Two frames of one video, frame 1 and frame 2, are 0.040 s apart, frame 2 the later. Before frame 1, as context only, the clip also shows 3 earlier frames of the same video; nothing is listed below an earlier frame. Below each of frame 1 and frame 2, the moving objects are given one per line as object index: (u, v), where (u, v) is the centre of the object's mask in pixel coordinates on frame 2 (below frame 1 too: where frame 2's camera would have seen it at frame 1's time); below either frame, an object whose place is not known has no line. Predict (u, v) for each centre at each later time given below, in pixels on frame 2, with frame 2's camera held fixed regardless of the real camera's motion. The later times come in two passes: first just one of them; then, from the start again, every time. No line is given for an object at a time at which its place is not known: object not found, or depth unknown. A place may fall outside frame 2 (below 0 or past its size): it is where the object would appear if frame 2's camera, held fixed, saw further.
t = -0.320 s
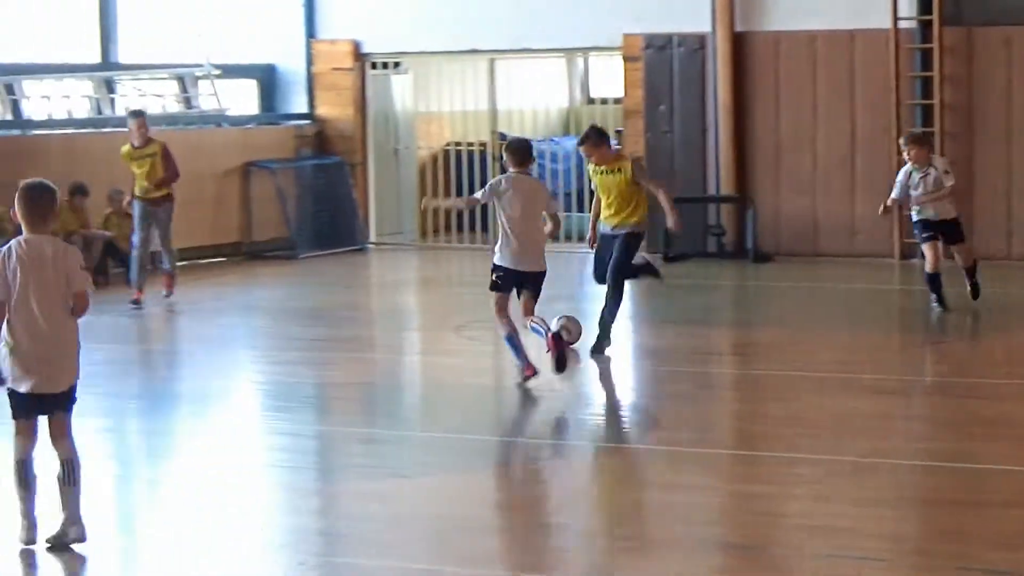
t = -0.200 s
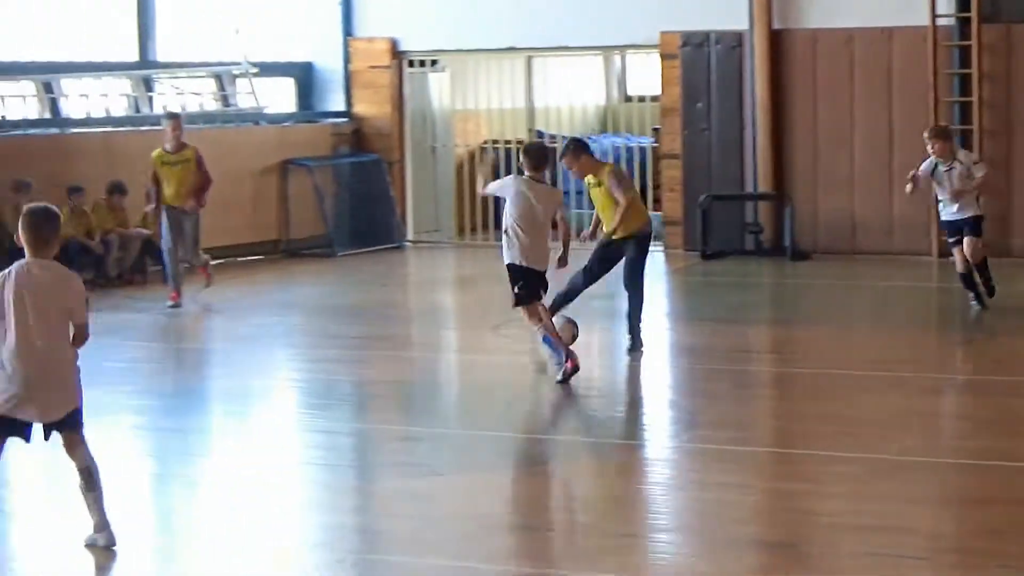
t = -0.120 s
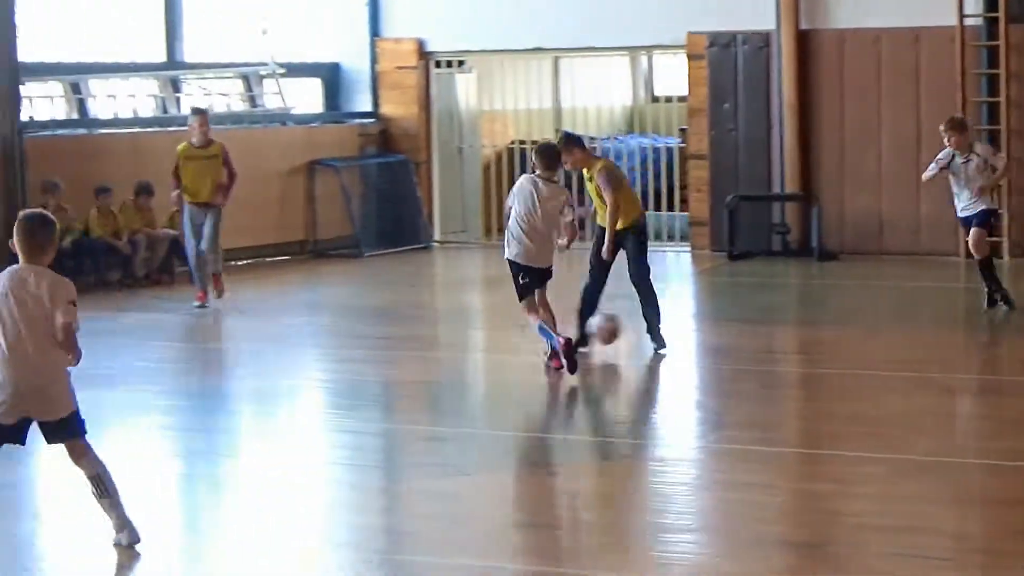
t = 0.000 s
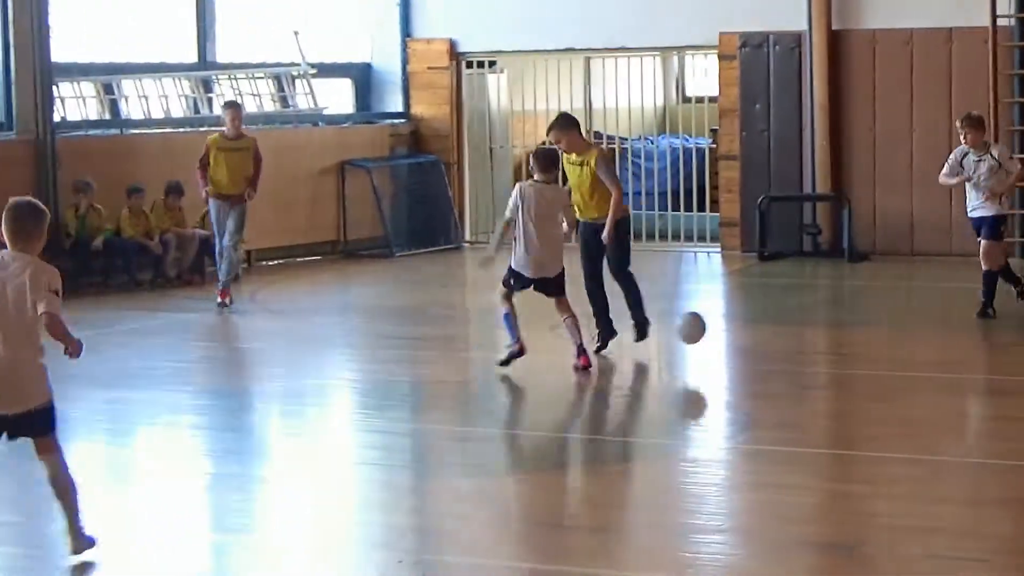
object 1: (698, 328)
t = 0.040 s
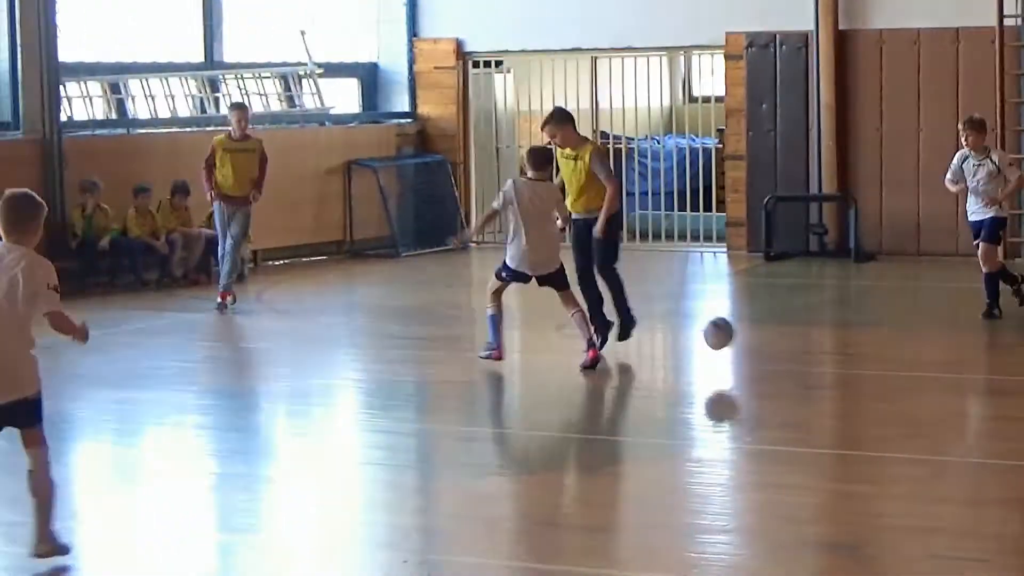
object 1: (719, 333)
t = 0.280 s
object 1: (824, 361)
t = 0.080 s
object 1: (739, 342)
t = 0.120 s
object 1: (758, 352)
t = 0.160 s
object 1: (778, 362)
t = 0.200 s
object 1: (795, 359)
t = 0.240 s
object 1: (811, 360)
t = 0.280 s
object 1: (824, 361)
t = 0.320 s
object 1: (847, 369)
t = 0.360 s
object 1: (865, 380)
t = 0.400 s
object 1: (883, 381)
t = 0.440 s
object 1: (900, 383)
